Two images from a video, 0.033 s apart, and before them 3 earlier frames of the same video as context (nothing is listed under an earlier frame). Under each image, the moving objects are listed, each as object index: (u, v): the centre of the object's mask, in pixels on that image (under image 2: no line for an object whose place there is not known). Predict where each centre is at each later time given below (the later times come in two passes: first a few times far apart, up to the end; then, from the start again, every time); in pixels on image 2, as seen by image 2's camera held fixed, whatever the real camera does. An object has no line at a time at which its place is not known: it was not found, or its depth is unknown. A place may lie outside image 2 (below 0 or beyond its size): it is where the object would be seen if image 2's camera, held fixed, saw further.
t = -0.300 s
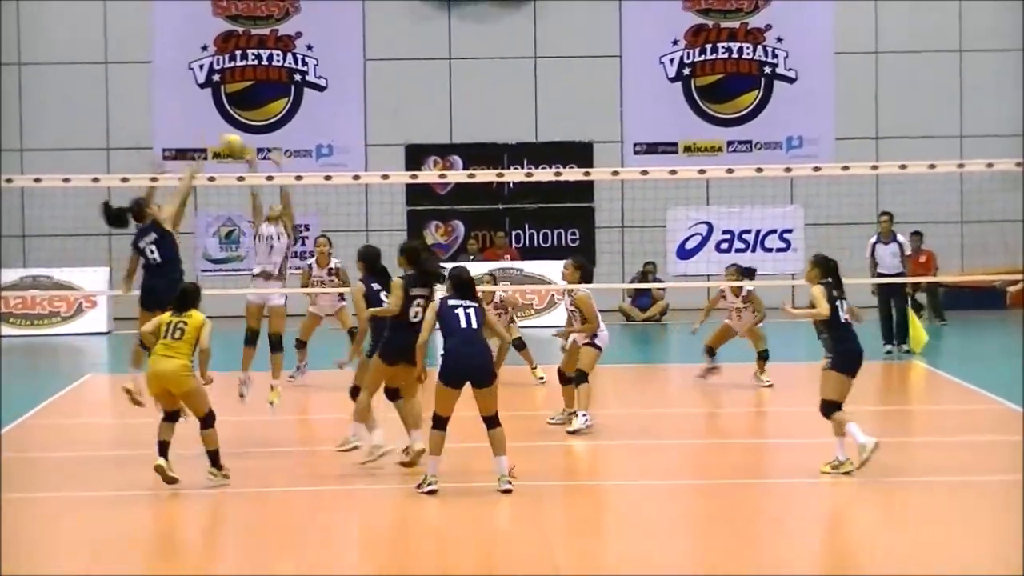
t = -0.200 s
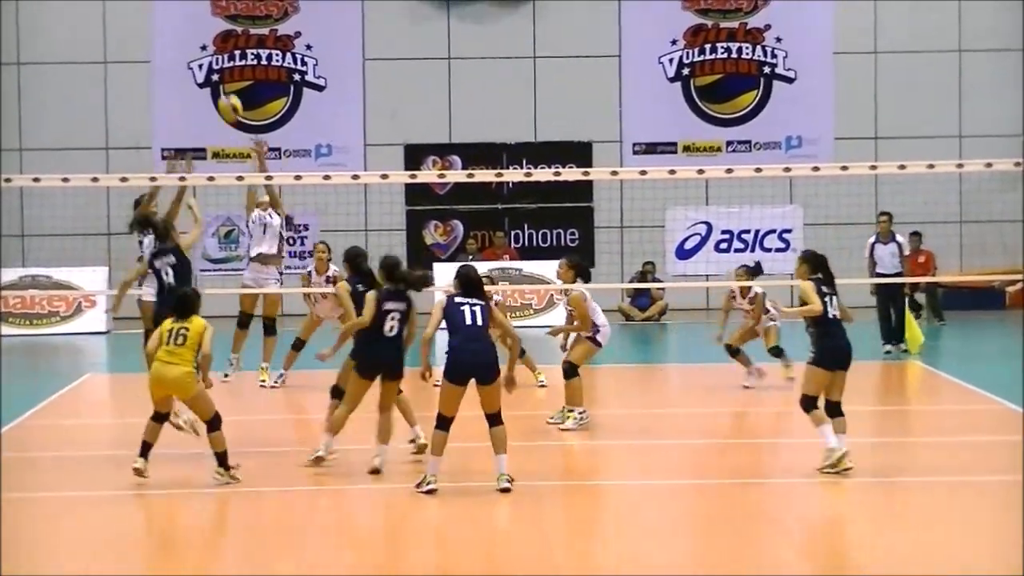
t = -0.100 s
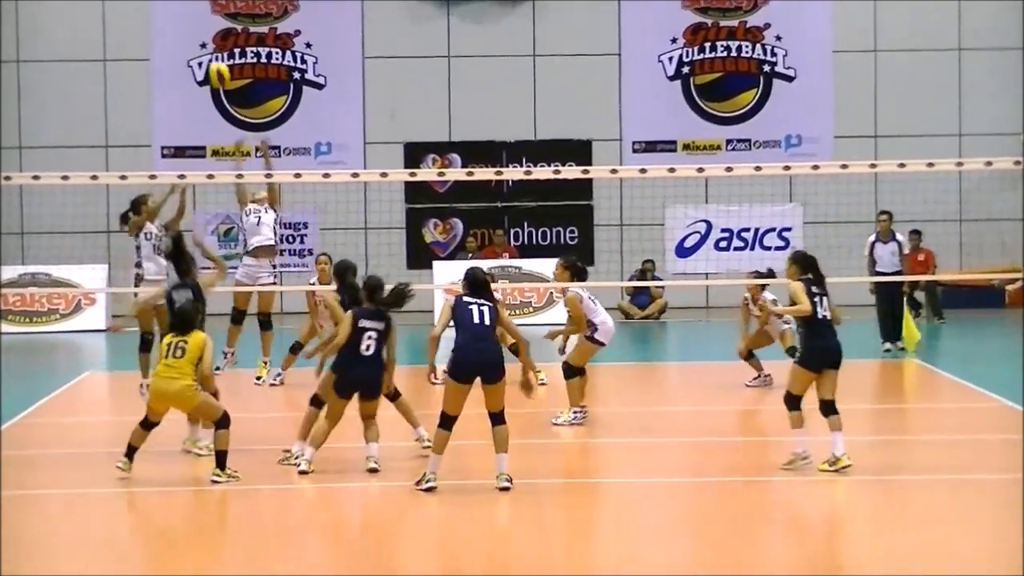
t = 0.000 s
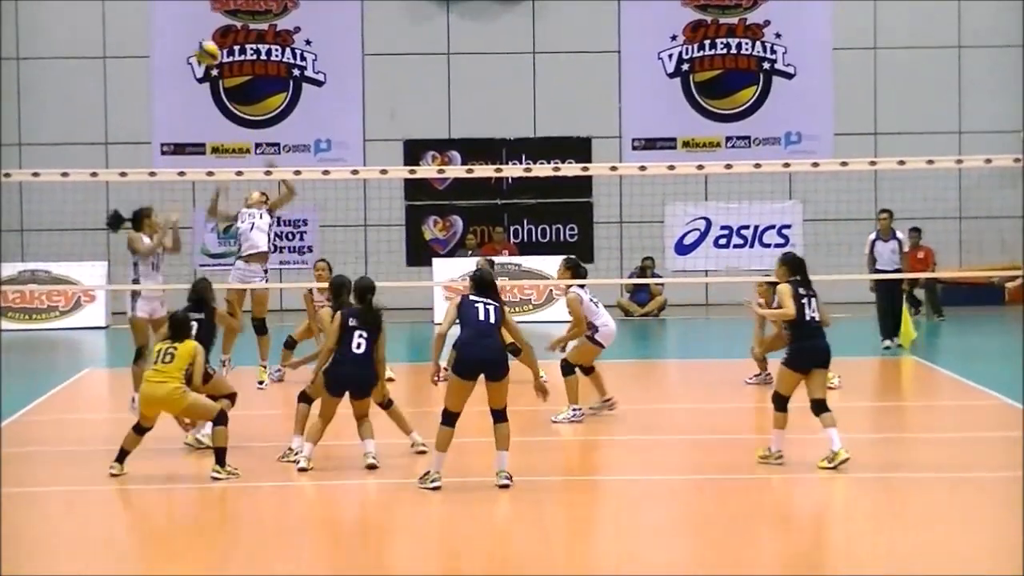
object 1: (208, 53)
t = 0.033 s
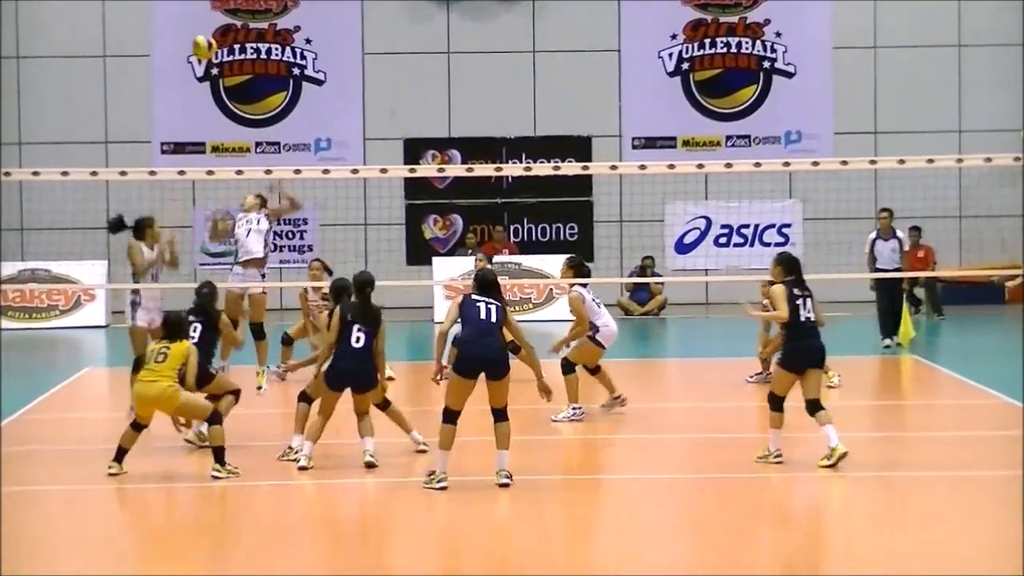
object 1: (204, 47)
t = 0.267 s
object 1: (183, 59)
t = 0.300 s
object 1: (182, 62)
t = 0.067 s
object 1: (200, 44)
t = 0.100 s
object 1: (198, 44)
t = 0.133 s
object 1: (195, 44)
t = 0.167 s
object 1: (192, 45)
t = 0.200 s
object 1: (190, 47)
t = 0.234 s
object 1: (186, 52)
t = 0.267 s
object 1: (183, 59)
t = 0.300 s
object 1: (182, 62)
